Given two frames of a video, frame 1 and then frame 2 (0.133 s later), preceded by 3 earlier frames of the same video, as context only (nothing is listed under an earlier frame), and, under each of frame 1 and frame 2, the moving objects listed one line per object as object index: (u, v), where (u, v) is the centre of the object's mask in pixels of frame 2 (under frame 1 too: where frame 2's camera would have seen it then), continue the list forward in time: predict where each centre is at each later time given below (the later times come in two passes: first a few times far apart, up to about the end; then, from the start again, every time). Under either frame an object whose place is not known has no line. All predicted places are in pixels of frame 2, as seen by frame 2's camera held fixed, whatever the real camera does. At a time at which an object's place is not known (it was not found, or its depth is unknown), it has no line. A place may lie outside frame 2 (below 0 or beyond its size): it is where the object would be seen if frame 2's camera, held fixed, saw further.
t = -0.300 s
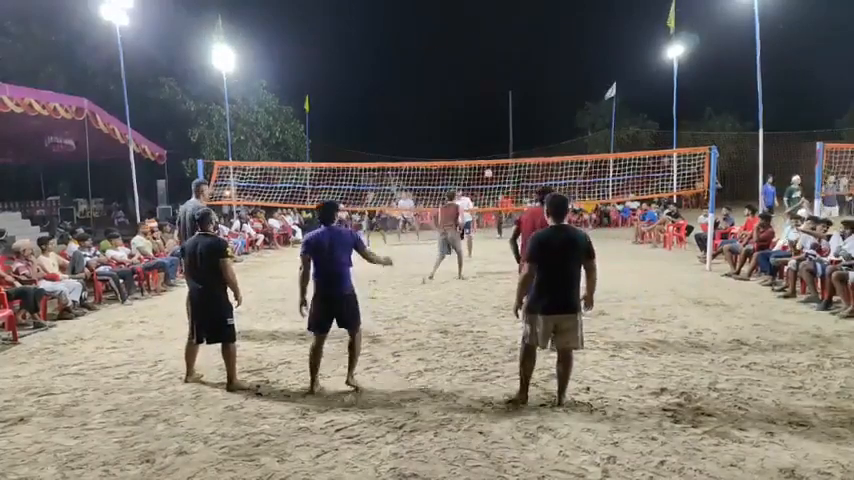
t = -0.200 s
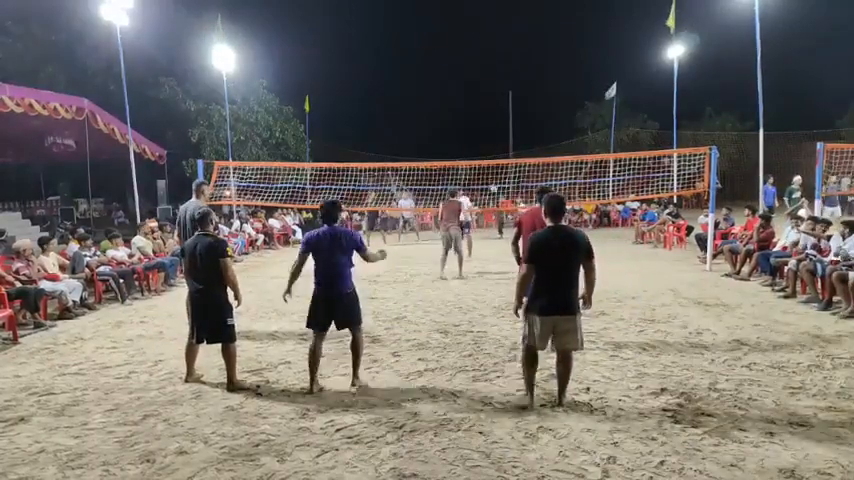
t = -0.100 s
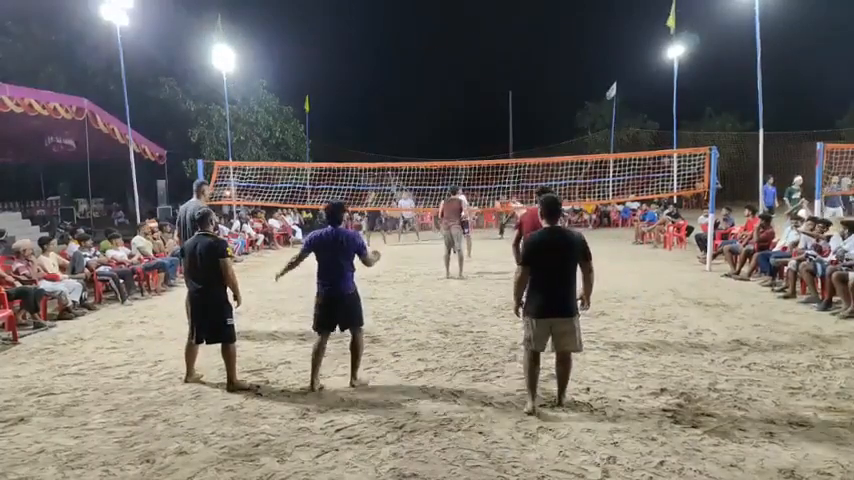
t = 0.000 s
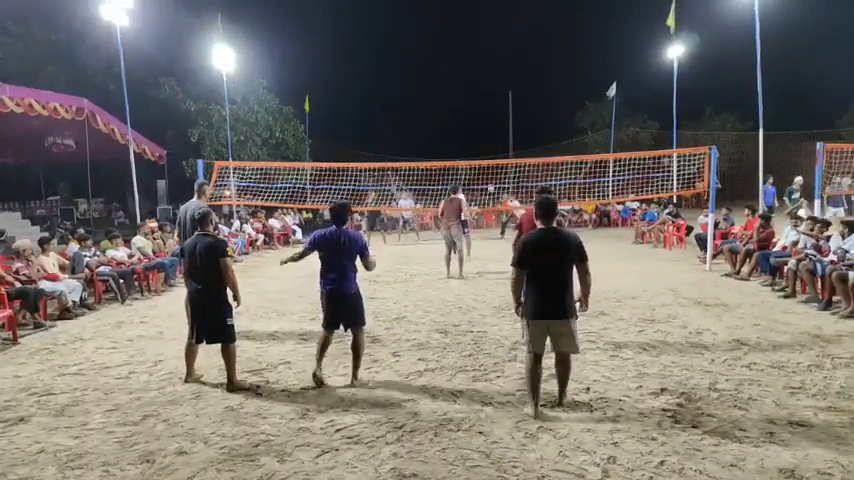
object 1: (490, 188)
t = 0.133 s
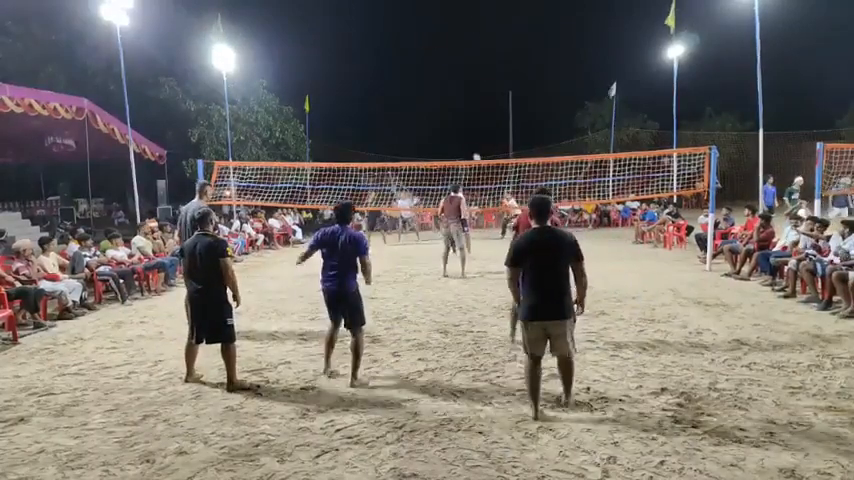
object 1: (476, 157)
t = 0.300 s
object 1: (457, 123)
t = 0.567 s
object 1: (421, 85)
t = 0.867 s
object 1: (369, 73)
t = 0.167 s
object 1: (473, 150)
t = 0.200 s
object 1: (469, 143)
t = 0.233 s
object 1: (465, 137)
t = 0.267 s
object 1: (461, 130)
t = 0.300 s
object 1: (457, 123)
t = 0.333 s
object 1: (453, 118)
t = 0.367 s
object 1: (448, 113)
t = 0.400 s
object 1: (444, 107)
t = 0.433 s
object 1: (439, 102)
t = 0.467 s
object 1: (435, 97)
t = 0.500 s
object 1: (430, 93)
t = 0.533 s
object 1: (425, 89)
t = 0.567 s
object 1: (421, 85)
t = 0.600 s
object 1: (415, 82)
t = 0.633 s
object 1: (410, 79)
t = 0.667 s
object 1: (405, 77)
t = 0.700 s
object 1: (399, 75)
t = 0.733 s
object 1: (393, 74)
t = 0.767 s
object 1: (387, 73)
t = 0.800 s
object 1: (382, 72)
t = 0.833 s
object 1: (375, 72)
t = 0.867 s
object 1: (369, 73)
